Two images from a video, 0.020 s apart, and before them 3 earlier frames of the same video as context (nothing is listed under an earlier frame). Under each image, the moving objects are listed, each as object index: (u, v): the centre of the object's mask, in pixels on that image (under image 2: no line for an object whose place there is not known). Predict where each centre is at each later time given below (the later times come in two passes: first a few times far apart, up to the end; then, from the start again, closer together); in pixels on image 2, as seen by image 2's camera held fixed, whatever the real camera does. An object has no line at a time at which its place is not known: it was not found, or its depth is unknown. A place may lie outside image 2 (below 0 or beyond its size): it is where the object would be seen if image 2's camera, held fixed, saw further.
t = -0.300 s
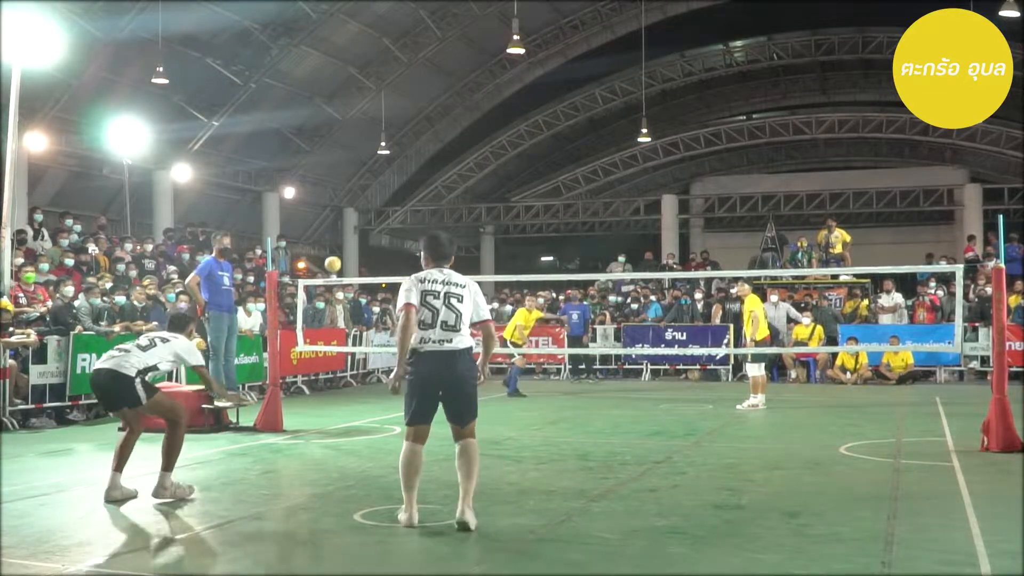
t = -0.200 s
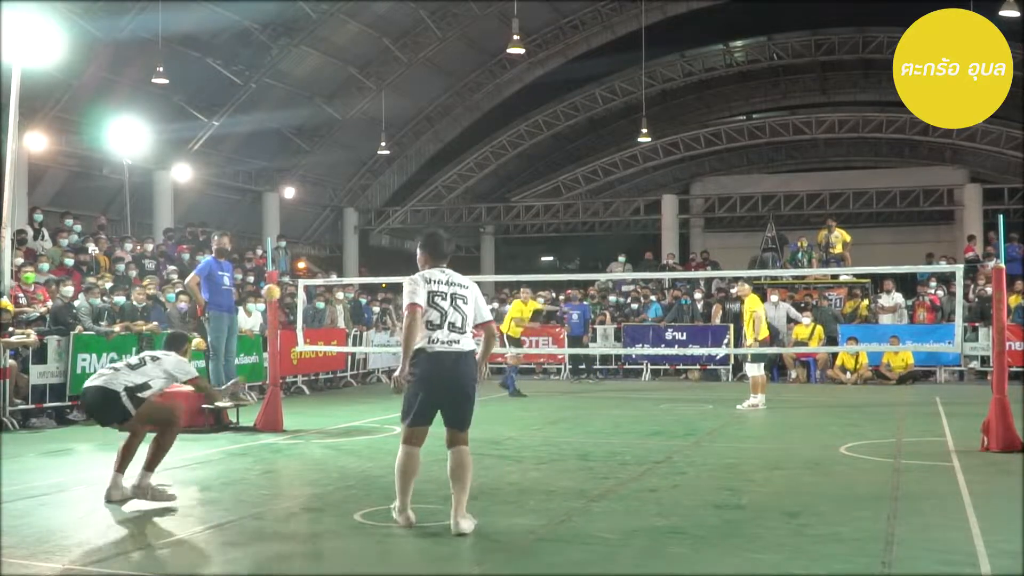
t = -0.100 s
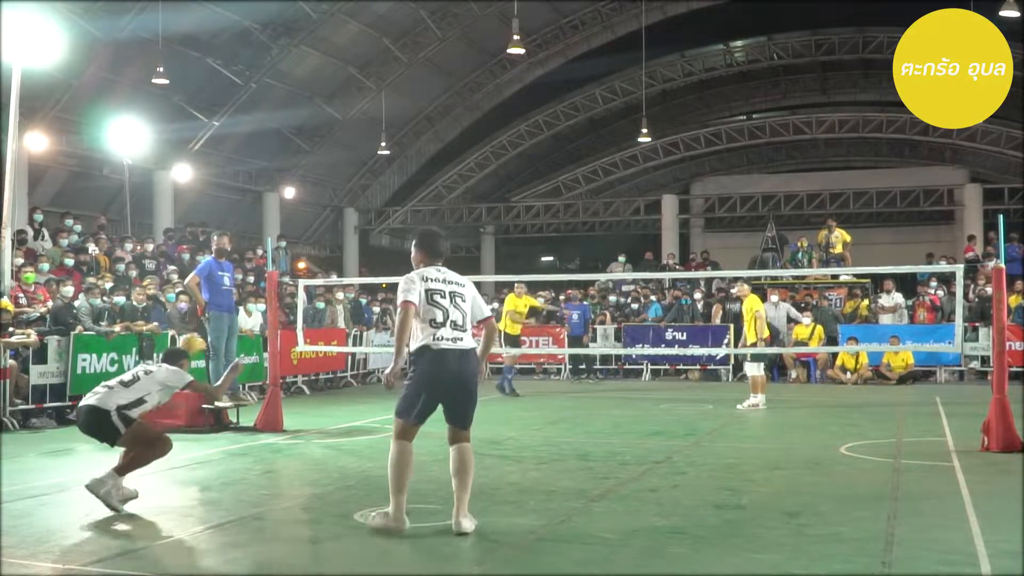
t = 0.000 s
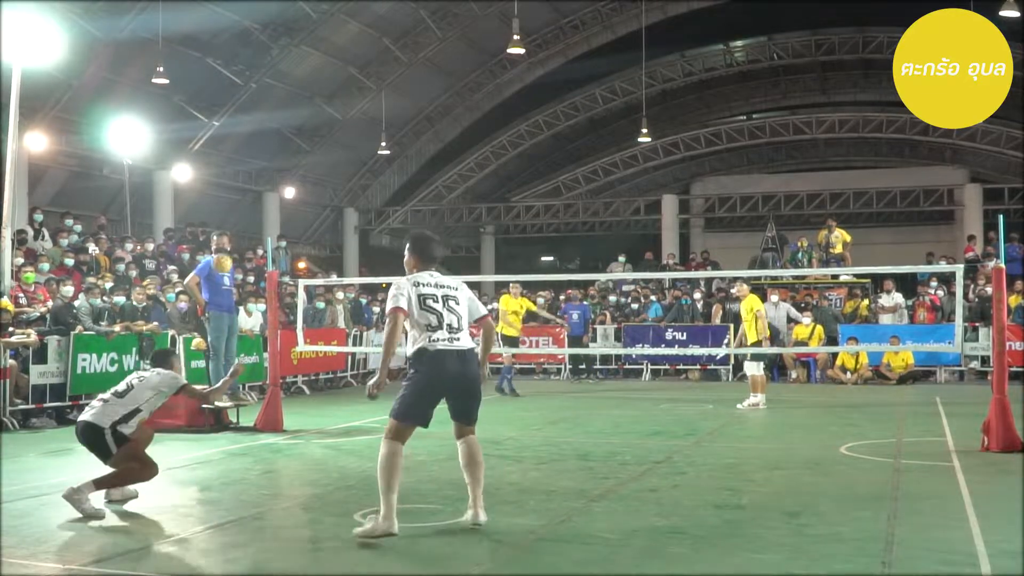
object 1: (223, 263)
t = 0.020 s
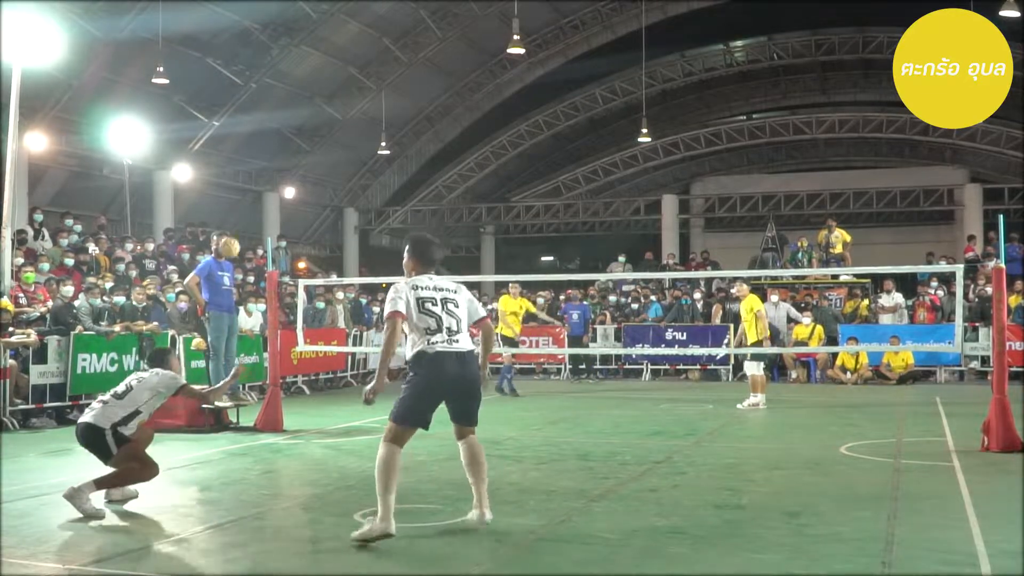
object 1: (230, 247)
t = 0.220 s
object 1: (303, 120)
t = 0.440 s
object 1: (382, 49)
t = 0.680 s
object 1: (466, 49)
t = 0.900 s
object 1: (541, 119)
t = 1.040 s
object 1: (588, 199)
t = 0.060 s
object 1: (245, 217)
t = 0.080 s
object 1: (252, 203)
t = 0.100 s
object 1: (260, 189)
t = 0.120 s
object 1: (267, 176)
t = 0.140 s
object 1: (274, 163)
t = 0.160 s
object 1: (282, 152)
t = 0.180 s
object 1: (289, 141)
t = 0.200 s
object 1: (297, 130)
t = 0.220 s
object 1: (303, 120)
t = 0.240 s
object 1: (311, 111)
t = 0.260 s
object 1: (318, 102)
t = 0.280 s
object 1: (325, 94)
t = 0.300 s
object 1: (333, 86)
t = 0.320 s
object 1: (340, 79)
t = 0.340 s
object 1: (347, 73)
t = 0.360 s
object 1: (354, 67)
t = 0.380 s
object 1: (361, 61)
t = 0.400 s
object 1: (368, 57)
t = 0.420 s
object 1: (375, 52)
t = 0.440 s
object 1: (382, 49)
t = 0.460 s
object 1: (390, 45)
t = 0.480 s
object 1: (396, 43)
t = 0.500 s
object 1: (403, 41)
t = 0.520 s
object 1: (410, 40)
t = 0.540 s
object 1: (417, 39)
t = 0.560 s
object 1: (425, 38)
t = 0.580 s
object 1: (431, 39)
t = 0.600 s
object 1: (439, 40)
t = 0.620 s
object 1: (446, 41)
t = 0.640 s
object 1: (452, 43)
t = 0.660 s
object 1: (459, 45)
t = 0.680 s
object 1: (466, 49)
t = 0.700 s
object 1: (473, 52)
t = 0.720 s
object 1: (480, 56)
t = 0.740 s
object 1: (486, 61)
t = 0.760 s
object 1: (494, 67)
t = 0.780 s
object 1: (501, 73)
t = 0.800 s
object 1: (507, 79)
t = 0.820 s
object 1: (514, 86)
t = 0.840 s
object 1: (521, 93)
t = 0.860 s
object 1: (528, 102)
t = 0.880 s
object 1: (534, 110)
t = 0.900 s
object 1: (541, 119)
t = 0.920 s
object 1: (548, 129)
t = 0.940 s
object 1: (555, 139)
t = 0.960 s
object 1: (561, 150)
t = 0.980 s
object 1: (568, 161)
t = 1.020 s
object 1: (582, 186)
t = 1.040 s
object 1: (588, 199)
